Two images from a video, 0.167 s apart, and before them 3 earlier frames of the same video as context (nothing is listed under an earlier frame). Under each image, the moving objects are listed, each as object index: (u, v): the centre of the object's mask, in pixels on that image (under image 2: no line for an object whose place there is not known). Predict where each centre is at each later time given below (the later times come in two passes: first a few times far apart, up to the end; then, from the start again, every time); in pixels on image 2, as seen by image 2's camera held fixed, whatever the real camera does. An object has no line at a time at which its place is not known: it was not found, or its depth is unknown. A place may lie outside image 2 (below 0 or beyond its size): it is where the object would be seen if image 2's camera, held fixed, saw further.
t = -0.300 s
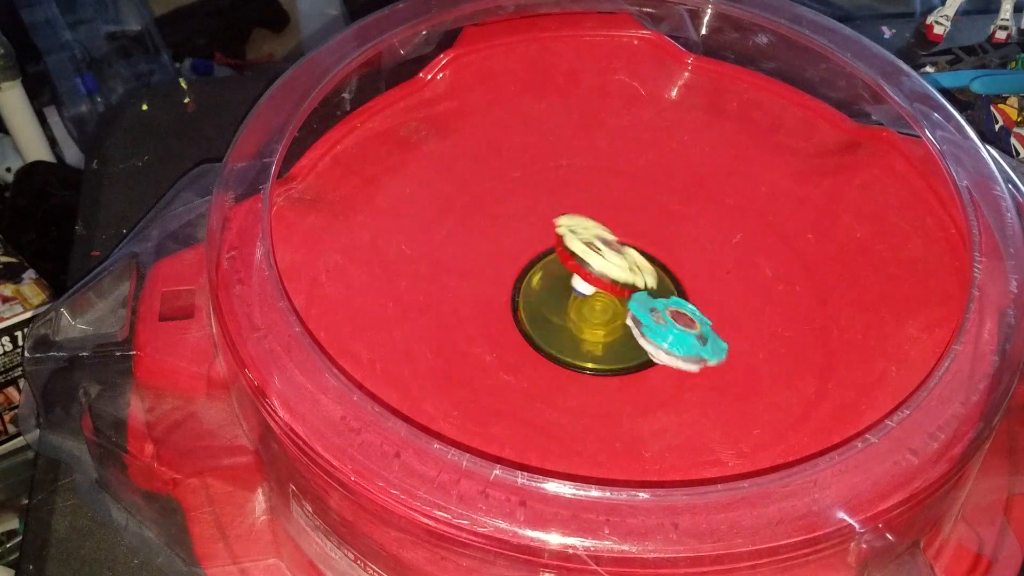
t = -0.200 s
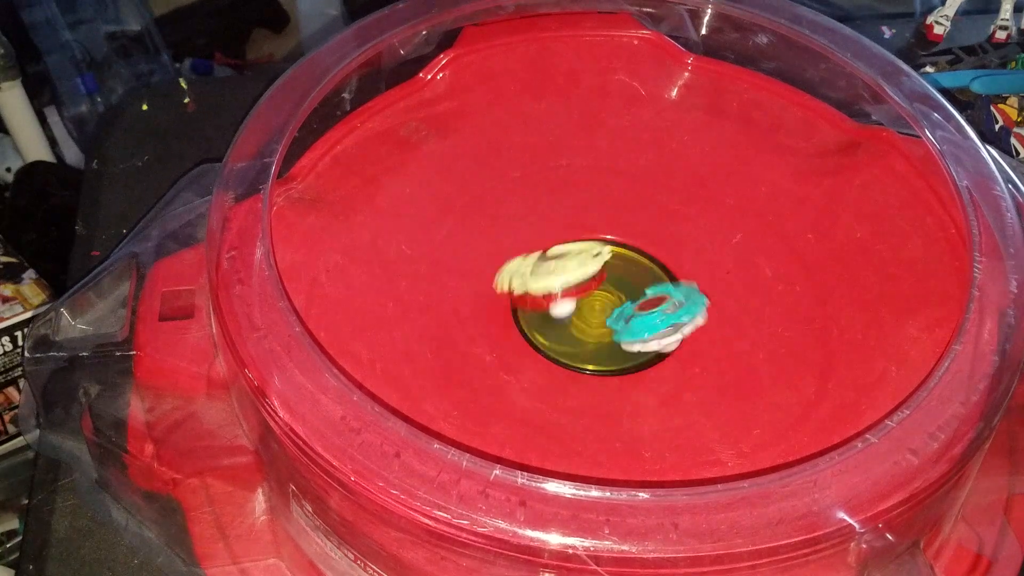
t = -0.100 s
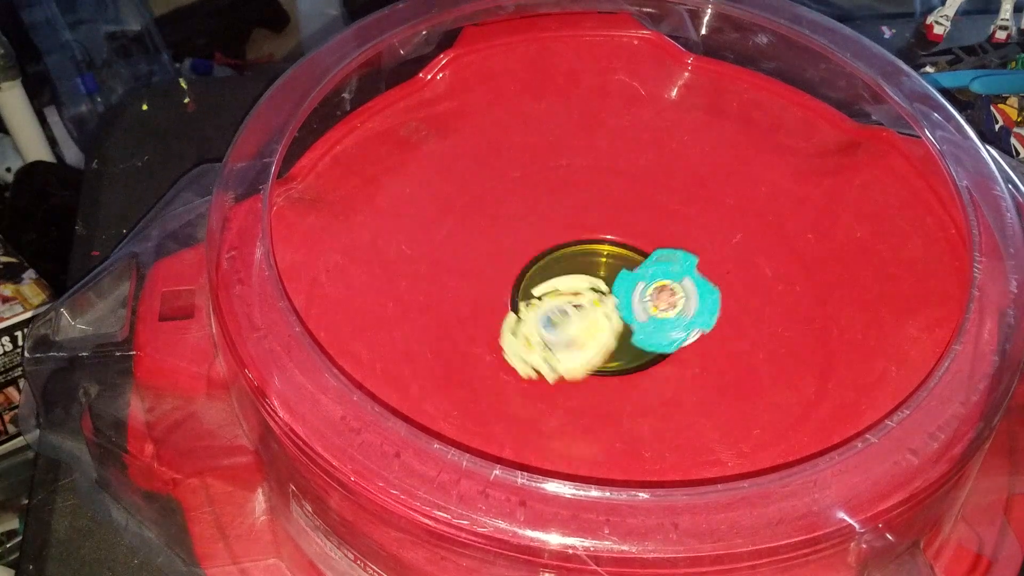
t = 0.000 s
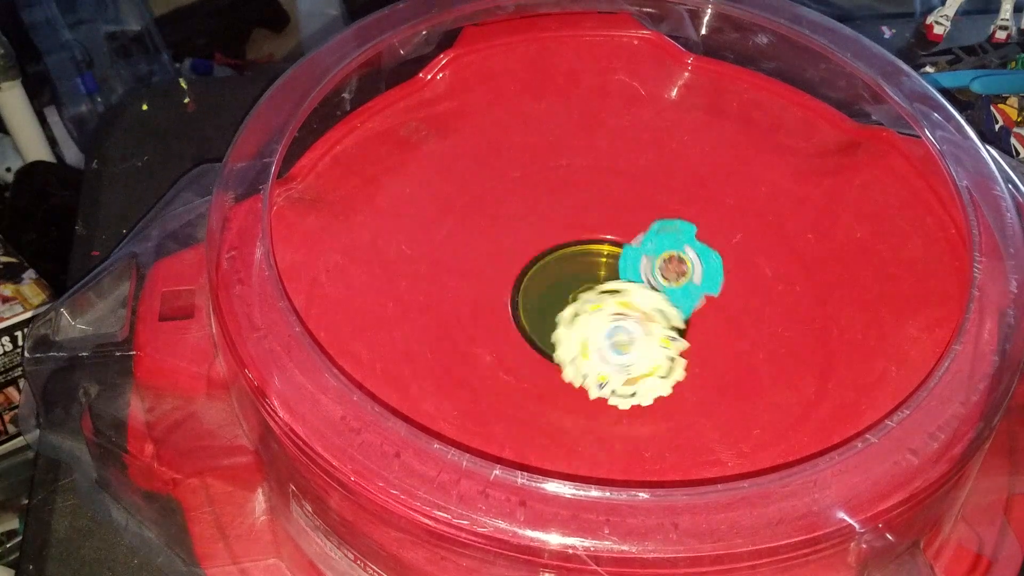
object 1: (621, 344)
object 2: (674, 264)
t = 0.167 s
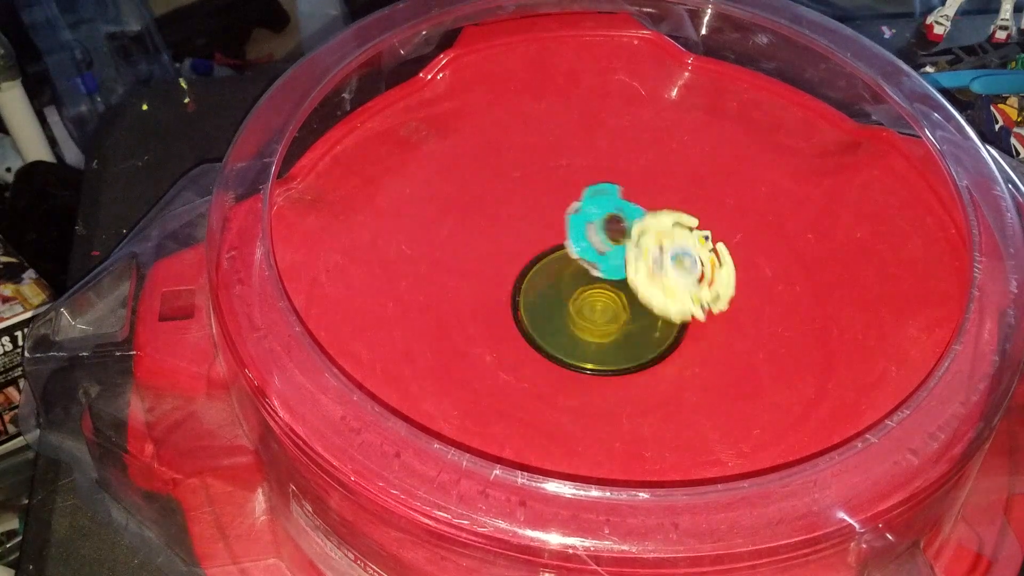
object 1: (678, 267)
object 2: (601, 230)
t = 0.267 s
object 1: (623, 221)
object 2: (557, 240)
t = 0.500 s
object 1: (540, 219)
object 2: (533, 288)
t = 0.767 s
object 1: (553, 224)
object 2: (616, 347)
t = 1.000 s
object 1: (559, 303)
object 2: (648, 333)
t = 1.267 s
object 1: (628, 340)
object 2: (689, 292)
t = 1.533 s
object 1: (613, 316)
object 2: (607, 234)
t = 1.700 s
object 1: (674, 318)
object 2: (529, 255)
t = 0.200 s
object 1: (668, 248)
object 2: (586, 232)
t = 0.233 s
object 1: (649, 232)
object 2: (571, 235)
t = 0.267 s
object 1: (623, 221)
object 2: (557, 240)
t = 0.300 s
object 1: (603, 217)
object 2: (543, 245)
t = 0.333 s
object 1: (586, 215)
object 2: (535, 253)
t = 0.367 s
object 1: (571, 215)
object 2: (531, 261)
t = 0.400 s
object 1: (558, 216)
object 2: (528, 268)
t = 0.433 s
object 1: (549, 216)
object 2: (527, 275)
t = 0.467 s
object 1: (544, 218)
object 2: (529, 281)
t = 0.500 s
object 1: (540, 219)
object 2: (533, 288)
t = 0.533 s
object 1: (538, 219)
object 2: (536, 295)
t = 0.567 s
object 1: (538, 221)
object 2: (539, 302)
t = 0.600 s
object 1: (539, 220)
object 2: (544, 309)
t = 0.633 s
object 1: (539, 221)
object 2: (551, 315)
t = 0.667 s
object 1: (541, 221)
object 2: (560, 324)
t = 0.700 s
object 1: (544, 222)
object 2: (576, 335)
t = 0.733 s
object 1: (548, 223)
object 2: (597, 343)
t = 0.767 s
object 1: (553, 224)
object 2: (616, 347)
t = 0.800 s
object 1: (559, 228)
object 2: (630, 348)
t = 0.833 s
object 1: (565, 237)
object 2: (640, 347)
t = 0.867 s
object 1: (568, 250)
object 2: (643, 345)
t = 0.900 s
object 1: (565, 260)
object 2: (642, 343)
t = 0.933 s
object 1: (558, 272)
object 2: (641, 341)
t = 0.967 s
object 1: (555, 286)
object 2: (641, 337)
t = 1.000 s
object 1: (559, 303)
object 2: (648, 333)
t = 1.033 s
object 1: (576, 319)
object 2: (662, 330)
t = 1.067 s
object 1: (596, 329)
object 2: (676, 324)
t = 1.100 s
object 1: (614, 335)
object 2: (688, 318)
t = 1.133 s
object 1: (625, 340)
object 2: (694, 313)
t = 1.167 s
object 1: (629, 341)
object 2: (695, 308)
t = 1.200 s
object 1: (631, 341)
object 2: (693, 303)
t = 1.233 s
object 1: (630, 341)
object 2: (691, 298)
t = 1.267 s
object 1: (628, 340)
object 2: (689, 292)
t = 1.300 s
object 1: (625, 337)
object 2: (686, 283)
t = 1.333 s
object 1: (622, 335)
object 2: (680, 273)
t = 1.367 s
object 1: (620, 333)
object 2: (671, 266)
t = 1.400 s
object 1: (618, 329)
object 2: (659, 260)
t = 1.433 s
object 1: (616, 323)
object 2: (647, 252)
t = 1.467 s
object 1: (615, 317)
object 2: (634, 244)
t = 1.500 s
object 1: (613, 315)
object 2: (621, 238)
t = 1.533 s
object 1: (613, 316)
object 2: (607, 234)
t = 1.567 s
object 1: (617, 321)
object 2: (592, 234)
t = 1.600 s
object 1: (629, 325)
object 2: (575, 234)
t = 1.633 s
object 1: (645, 327)
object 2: (556, 238)
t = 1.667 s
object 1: (661, 324)
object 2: (540, 245)
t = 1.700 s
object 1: (674, 318)
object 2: (529, 255)
